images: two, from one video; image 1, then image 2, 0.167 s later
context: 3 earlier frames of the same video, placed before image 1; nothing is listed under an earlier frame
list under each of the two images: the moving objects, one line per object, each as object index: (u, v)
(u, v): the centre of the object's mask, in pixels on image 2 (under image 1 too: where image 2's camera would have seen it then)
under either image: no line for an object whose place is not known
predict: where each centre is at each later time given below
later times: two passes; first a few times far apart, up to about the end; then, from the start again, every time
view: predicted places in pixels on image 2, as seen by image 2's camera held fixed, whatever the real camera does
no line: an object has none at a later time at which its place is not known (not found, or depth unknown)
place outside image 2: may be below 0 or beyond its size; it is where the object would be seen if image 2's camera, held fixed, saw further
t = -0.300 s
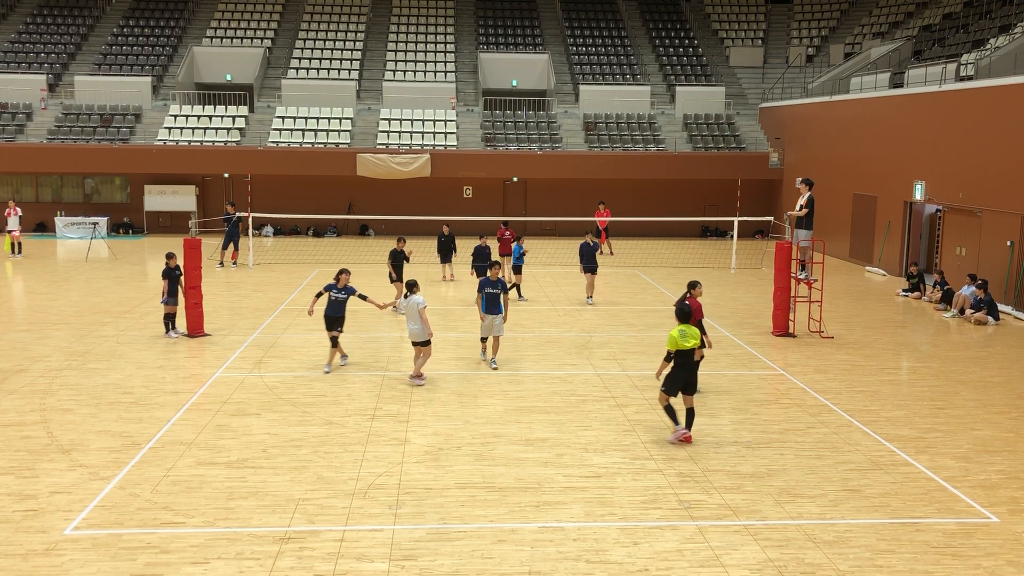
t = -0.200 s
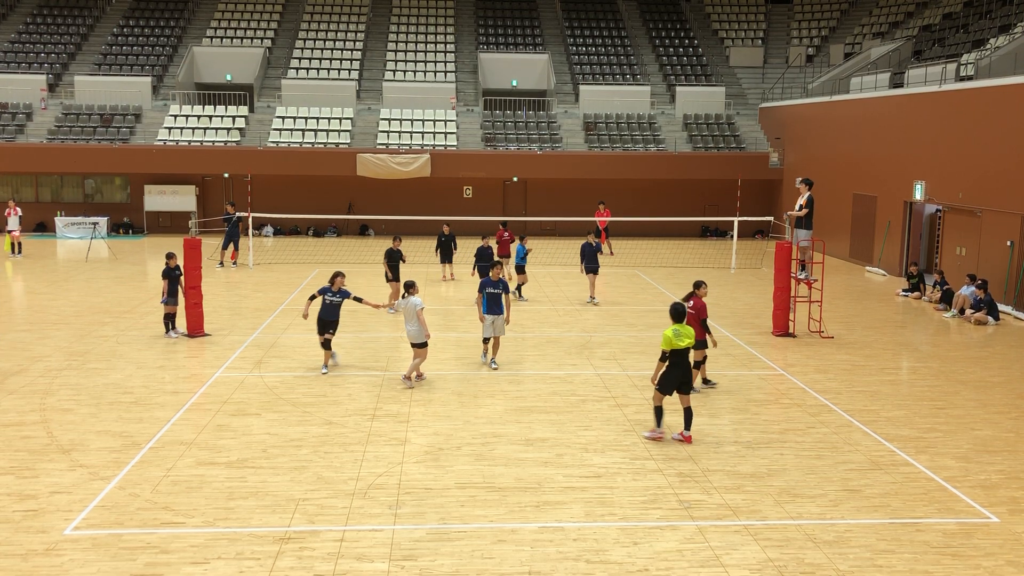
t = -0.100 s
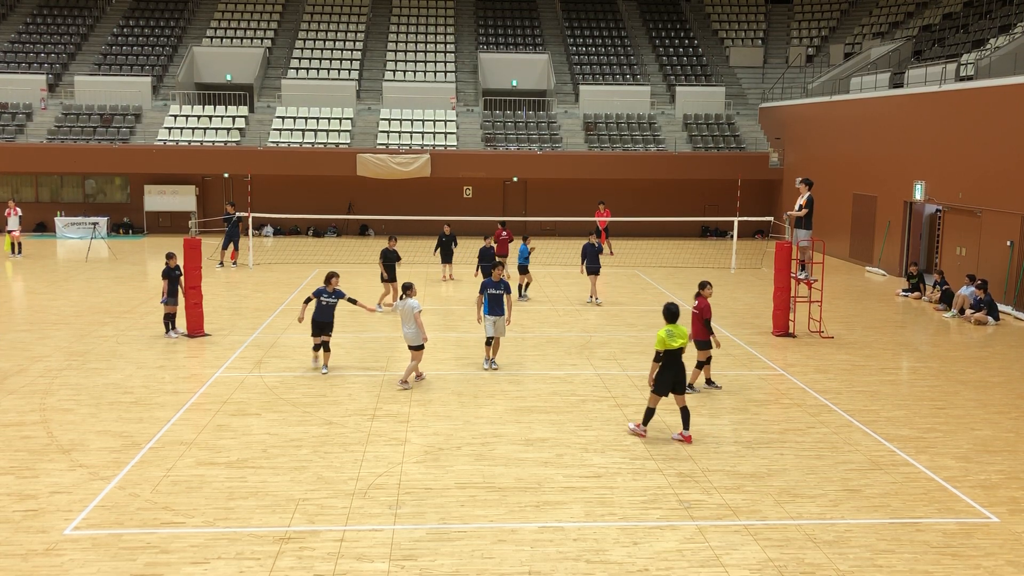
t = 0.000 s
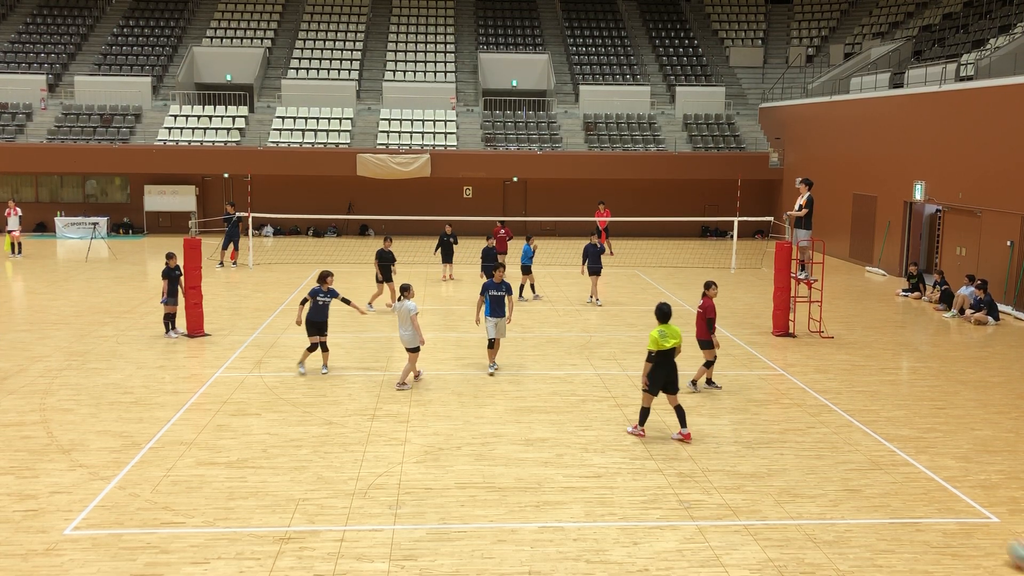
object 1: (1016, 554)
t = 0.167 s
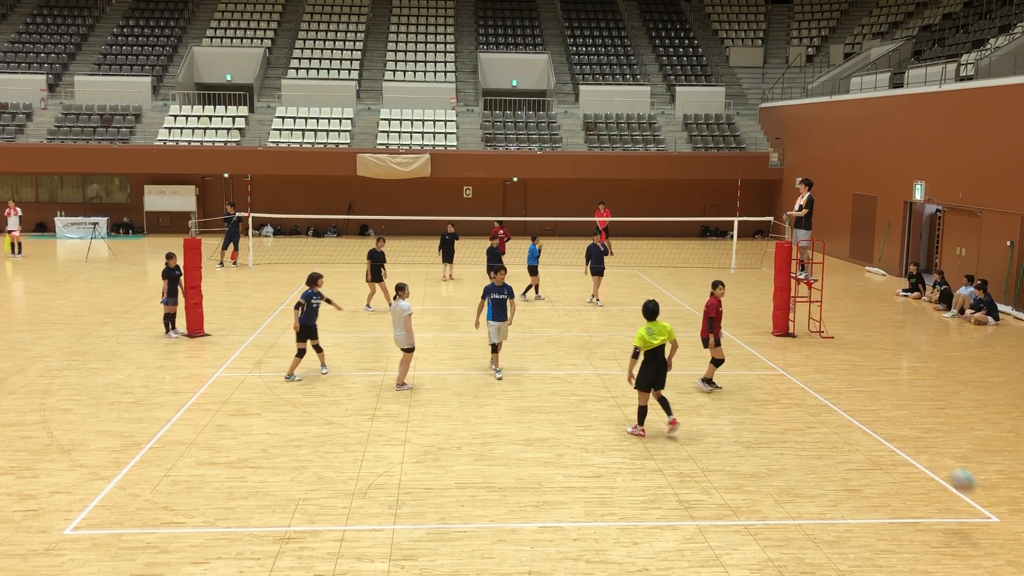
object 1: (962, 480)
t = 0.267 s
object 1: (931, 455)
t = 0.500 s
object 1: (865, 437)
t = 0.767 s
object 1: (802, 432)
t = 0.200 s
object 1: (952, 471)
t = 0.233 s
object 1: (941, 462)
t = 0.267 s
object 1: (931, 455)
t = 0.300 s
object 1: (920, 449)
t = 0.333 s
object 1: (911, 444)
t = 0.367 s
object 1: (901, 441)
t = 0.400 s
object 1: (892, 438)
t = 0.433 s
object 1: (883, 437)
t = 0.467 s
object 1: (874, 437)
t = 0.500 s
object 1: (865, 437)
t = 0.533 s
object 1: (856, 439)
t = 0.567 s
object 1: (848, 442)
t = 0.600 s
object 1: (840, 445)
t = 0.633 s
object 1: (832, 450)
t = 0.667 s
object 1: (823, 456)
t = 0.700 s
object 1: (817, 454)
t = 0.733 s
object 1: (810, 441)
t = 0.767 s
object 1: (802, 432)
